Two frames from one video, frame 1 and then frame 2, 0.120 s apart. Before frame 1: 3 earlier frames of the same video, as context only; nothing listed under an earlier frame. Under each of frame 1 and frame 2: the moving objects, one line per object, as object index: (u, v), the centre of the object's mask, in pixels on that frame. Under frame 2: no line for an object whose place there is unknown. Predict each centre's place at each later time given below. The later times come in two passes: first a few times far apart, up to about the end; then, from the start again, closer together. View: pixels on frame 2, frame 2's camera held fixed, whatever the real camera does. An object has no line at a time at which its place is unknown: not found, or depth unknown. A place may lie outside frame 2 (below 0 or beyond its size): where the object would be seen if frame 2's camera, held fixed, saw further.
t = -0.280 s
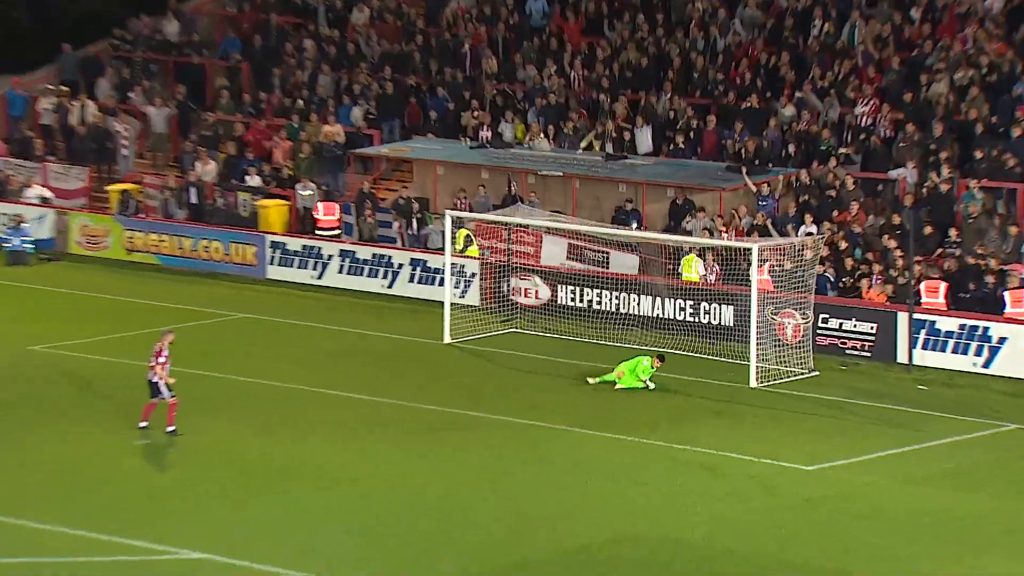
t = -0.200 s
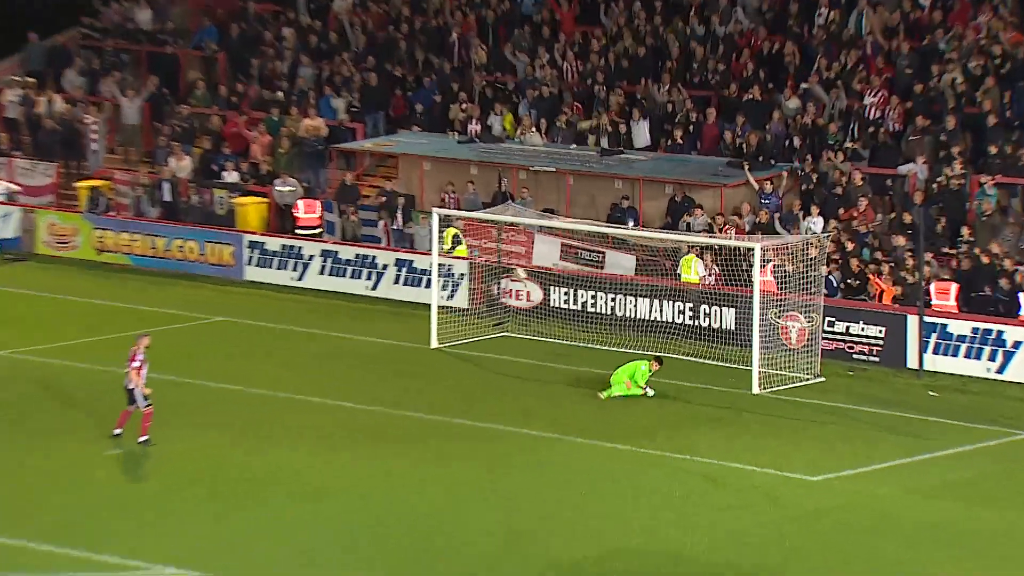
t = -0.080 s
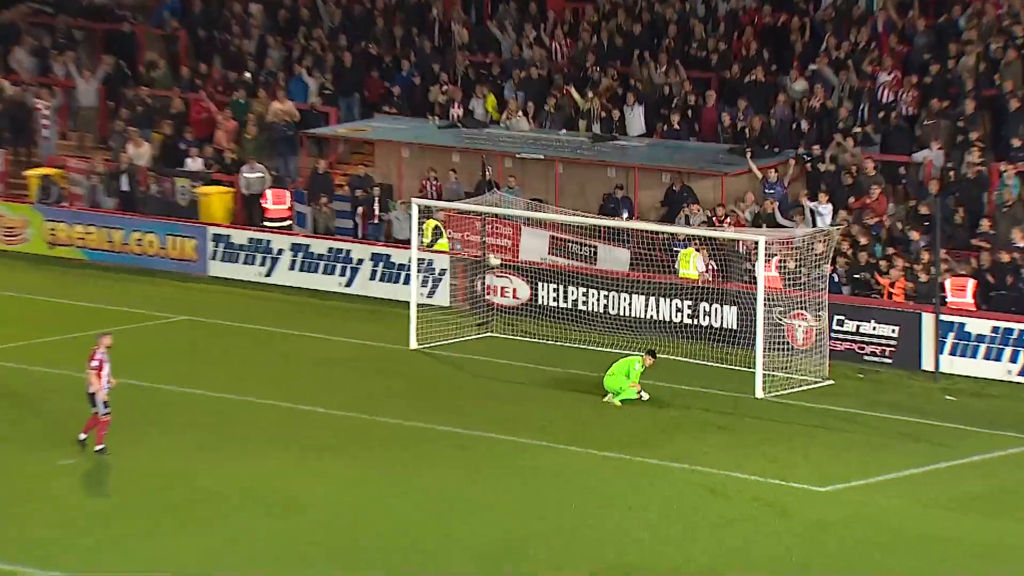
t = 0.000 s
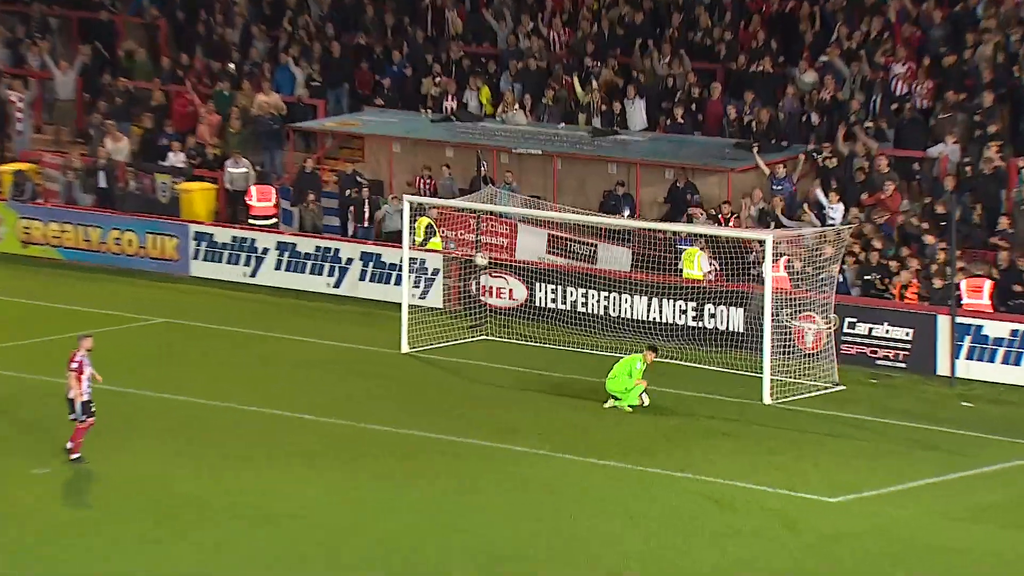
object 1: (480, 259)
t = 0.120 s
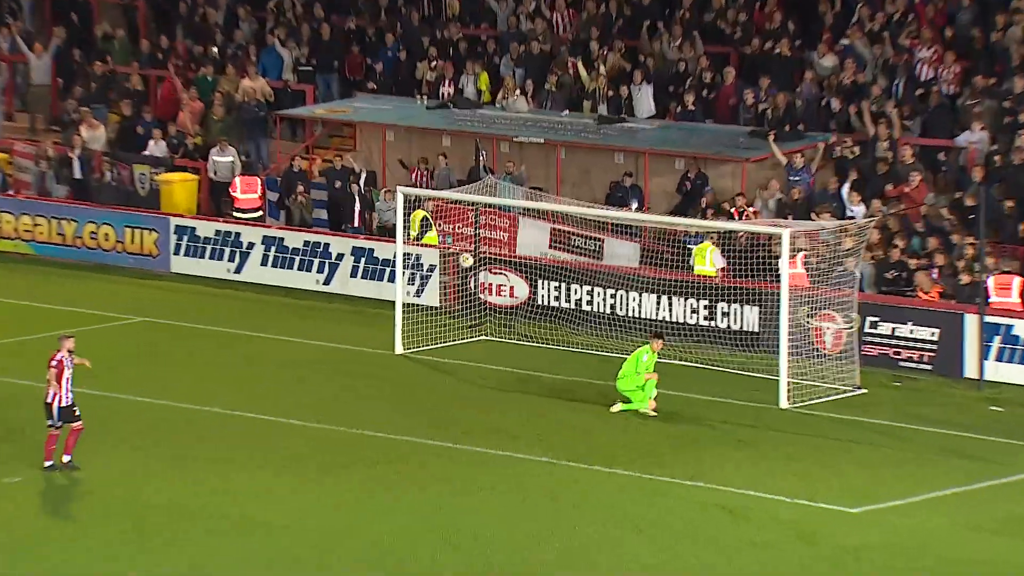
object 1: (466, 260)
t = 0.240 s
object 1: (452, 275)
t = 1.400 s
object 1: (366, 384)
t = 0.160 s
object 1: (462, 264)
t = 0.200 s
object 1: (457, 269)
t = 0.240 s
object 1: (452, 275)
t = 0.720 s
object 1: (405, 350)
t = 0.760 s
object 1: (404, 345)
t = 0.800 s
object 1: (402, 341)
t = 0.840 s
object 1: (396, 337)
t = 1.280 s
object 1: (371, 370)
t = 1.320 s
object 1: (368, 379)
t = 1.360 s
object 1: (366, 388)
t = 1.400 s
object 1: (366, 384)
